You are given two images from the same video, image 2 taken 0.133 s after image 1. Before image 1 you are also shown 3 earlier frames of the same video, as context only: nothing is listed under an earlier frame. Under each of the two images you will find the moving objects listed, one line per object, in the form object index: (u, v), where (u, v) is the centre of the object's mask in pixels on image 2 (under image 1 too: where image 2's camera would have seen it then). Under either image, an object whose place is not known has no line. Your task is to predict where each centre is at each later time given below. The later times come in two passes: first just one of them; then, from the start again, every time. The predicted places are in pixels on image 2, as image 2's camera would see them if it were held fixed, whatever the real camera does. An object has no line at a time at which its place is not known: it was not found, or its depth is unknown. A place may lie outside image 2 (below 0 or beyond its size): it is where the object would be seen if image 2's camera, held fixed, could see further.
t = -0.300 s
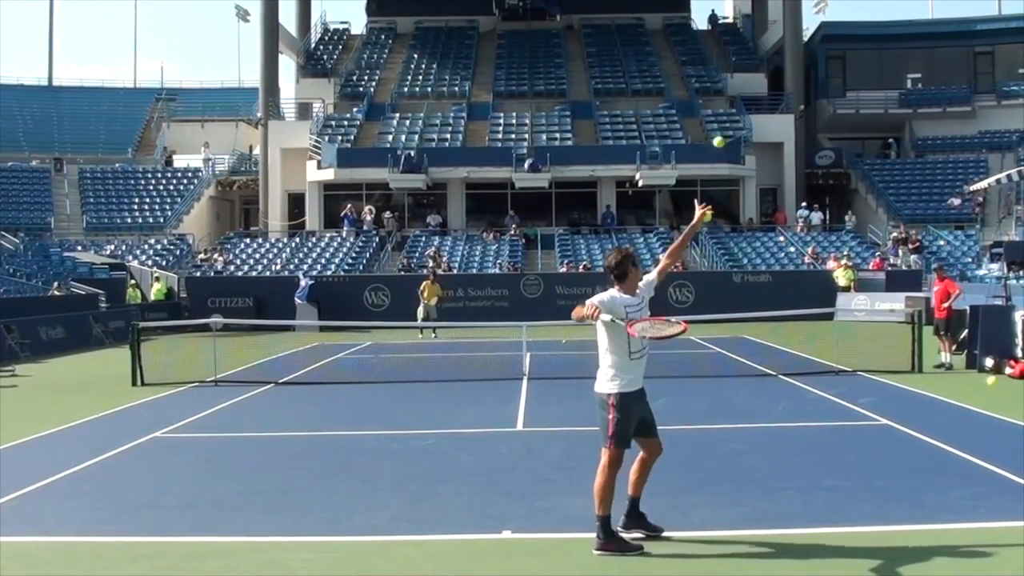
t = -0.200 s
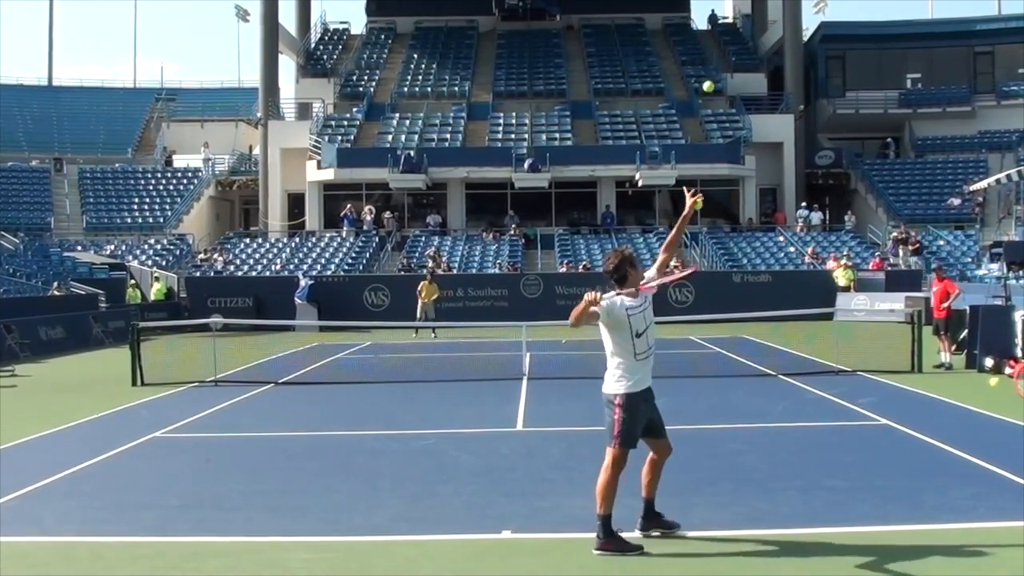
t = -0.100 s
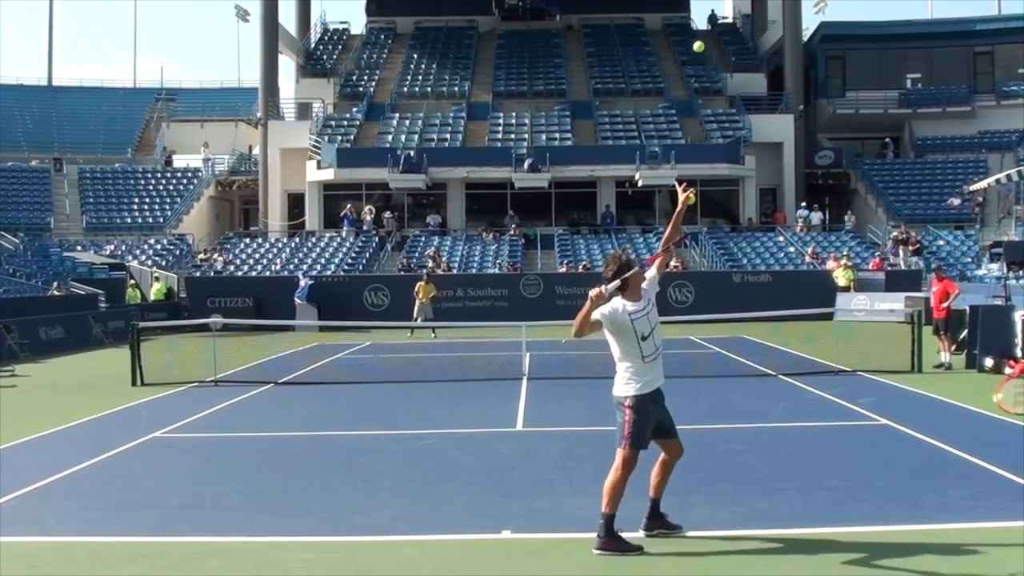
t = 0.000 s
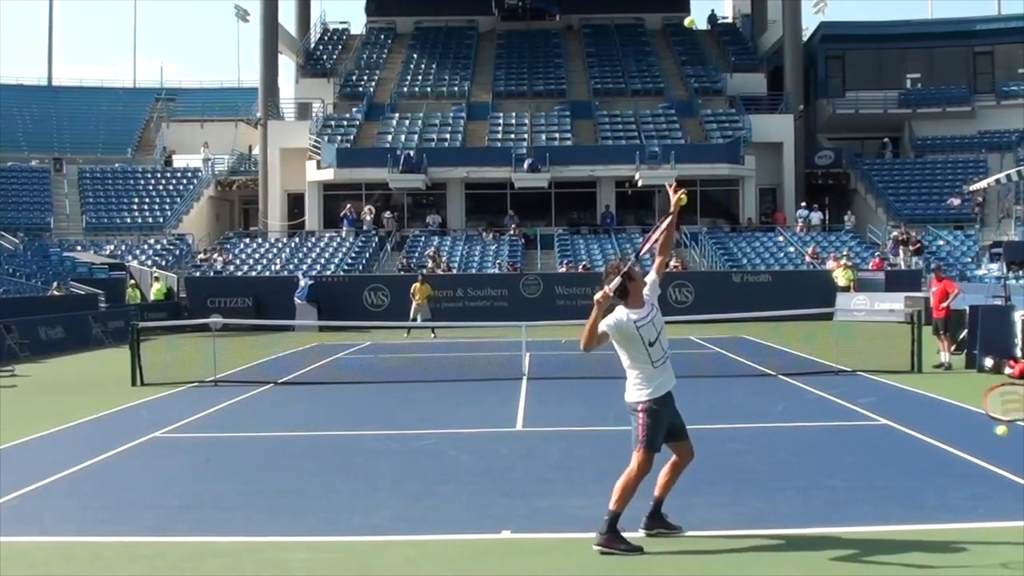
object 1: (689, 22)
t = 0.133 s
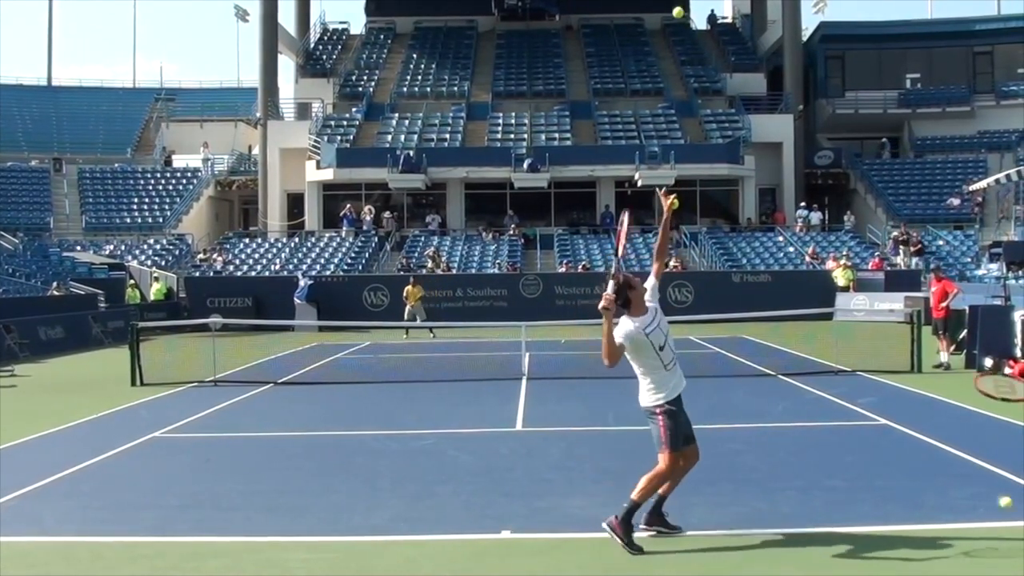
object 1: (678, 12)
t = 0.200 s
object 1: (672, 17)
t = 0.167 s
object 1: (675, 14)
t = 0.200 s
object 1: (672, 17)
